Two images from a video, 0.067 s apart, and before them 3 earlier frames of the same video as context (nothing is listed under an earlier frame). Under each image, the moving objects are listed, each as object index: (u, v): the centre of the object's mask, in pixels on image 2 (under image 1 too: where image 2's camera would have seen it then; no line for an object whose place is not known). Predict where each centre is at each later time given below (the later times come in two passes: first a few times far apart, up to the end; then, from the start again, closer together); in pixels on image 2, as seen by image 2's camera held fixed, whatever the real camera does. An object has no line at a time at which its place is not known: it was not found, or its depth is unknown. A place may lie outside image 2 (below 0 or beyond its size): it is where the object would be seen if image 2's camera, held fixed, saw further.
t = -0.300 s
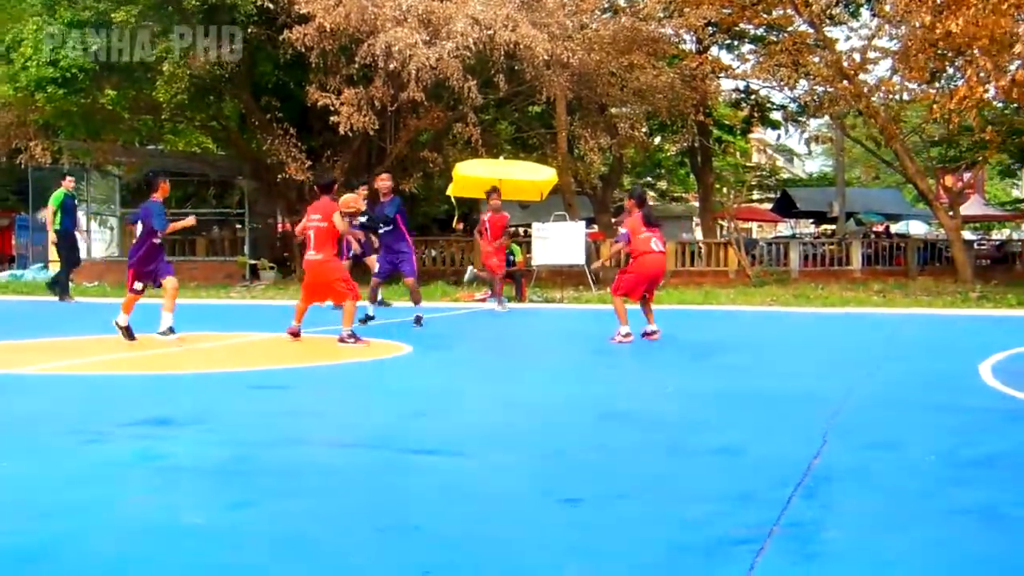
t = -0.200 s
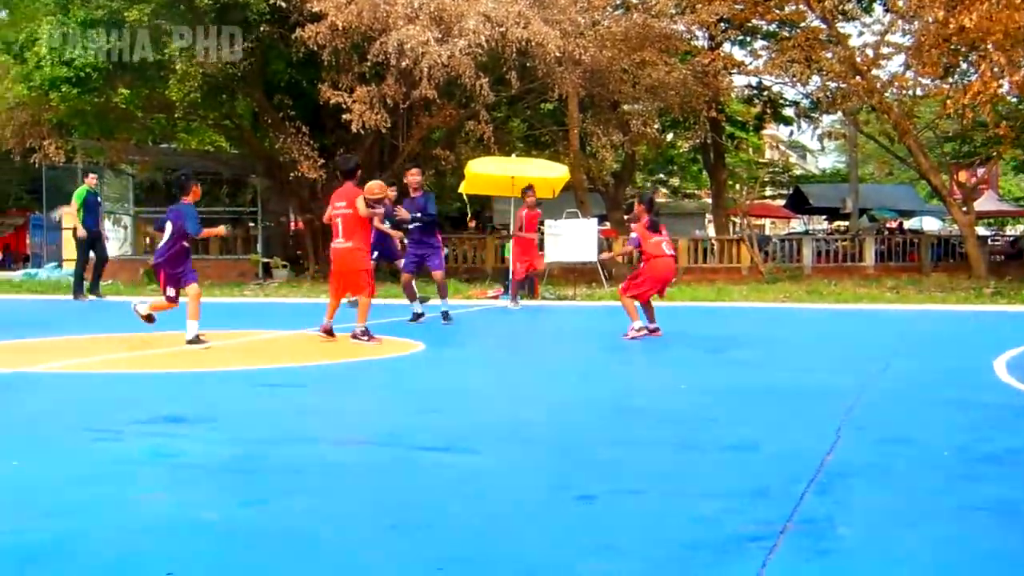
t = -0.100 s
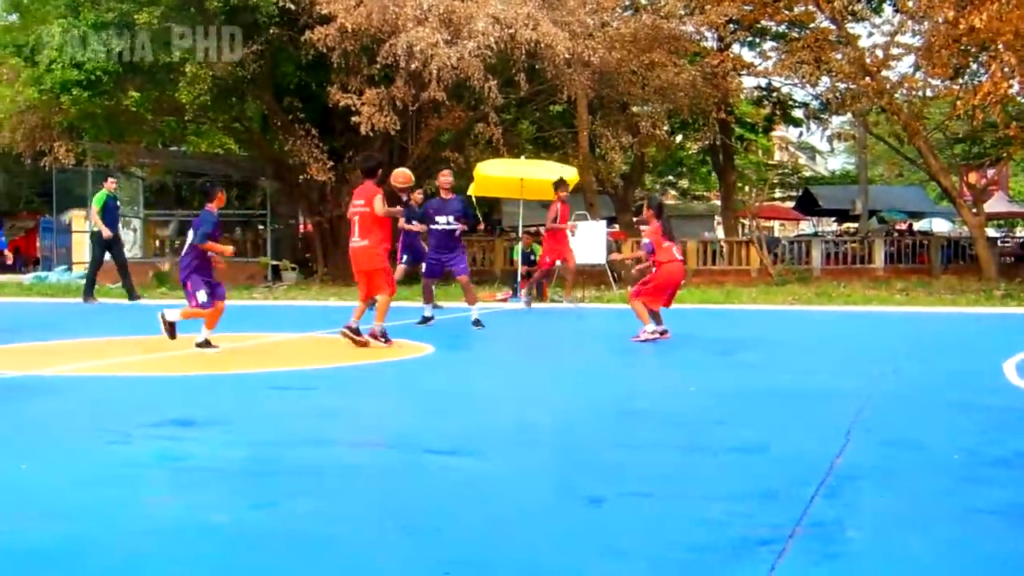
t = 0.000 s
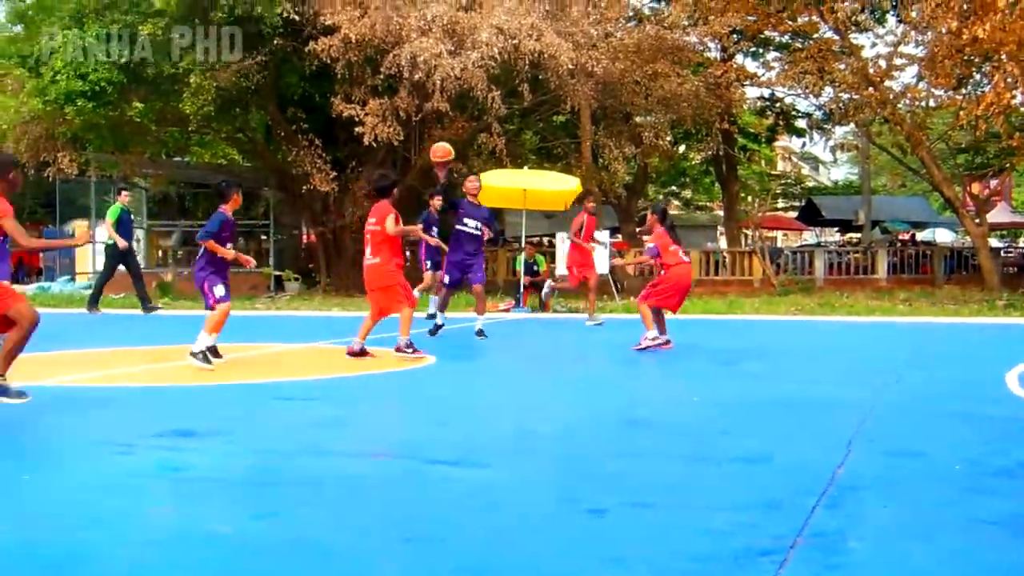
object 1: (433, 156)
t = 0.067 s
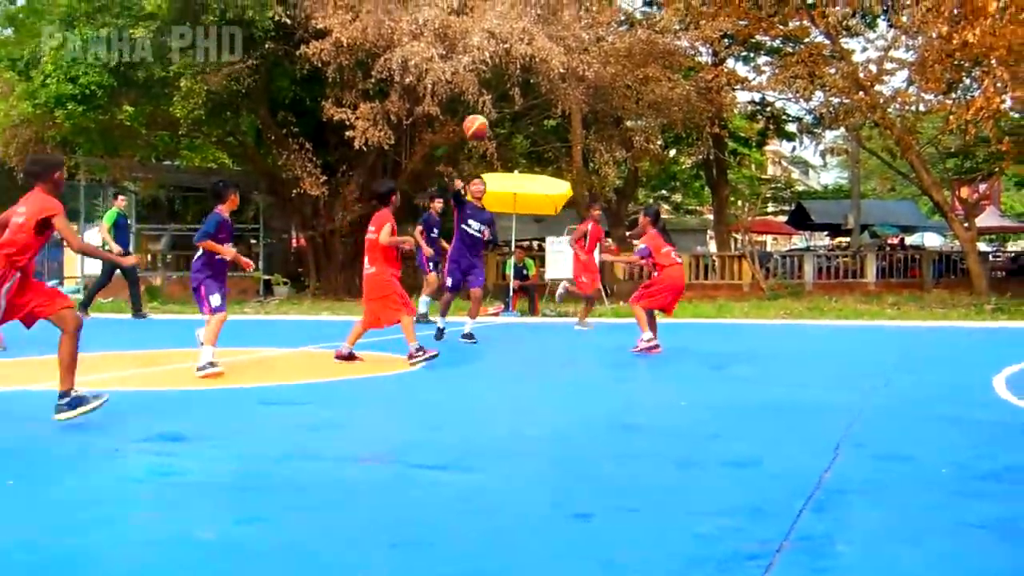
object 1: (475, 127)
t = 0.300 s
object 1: (657, 42)
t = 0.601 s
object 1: (1017, 4)
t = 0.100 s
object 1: (498, 113)
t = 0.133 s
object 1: (522, 99)
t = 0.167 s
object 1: (546, 86)
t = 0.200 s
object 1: (572, 74)
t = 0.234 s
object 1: (600, 61)
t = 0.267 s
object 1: (628, 52)
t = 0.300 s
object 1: (657, 42)
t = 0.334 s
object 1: (690, 33)
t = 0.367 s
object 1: (726, 24)
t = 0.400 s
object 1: (764, 15)
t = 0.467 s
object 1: (842, 8)
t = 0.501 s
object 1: (879, 2)
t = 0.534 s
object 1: (920, 1)
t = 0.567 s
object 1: (966, 4)
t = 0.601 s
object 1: (1017, 4)
